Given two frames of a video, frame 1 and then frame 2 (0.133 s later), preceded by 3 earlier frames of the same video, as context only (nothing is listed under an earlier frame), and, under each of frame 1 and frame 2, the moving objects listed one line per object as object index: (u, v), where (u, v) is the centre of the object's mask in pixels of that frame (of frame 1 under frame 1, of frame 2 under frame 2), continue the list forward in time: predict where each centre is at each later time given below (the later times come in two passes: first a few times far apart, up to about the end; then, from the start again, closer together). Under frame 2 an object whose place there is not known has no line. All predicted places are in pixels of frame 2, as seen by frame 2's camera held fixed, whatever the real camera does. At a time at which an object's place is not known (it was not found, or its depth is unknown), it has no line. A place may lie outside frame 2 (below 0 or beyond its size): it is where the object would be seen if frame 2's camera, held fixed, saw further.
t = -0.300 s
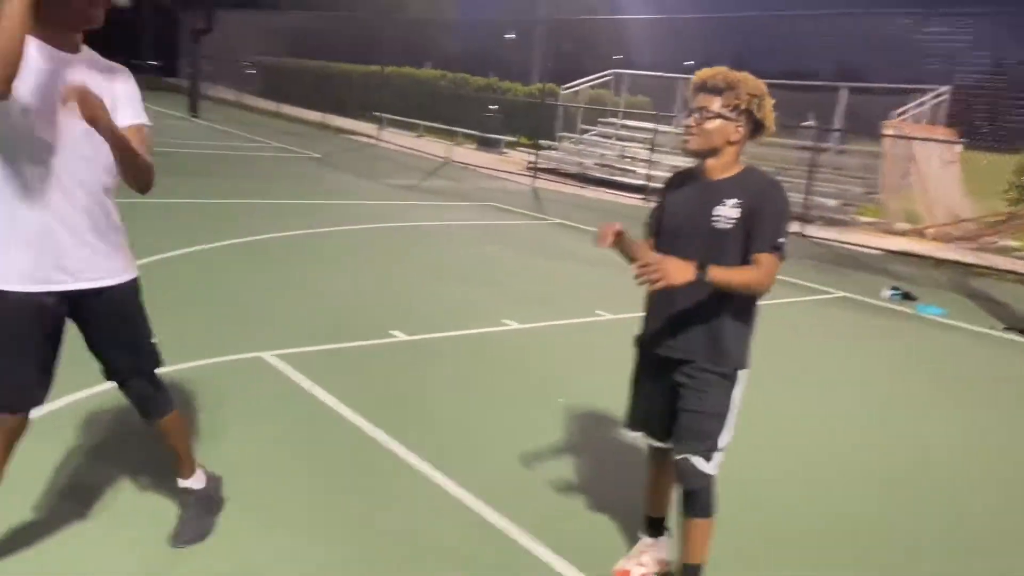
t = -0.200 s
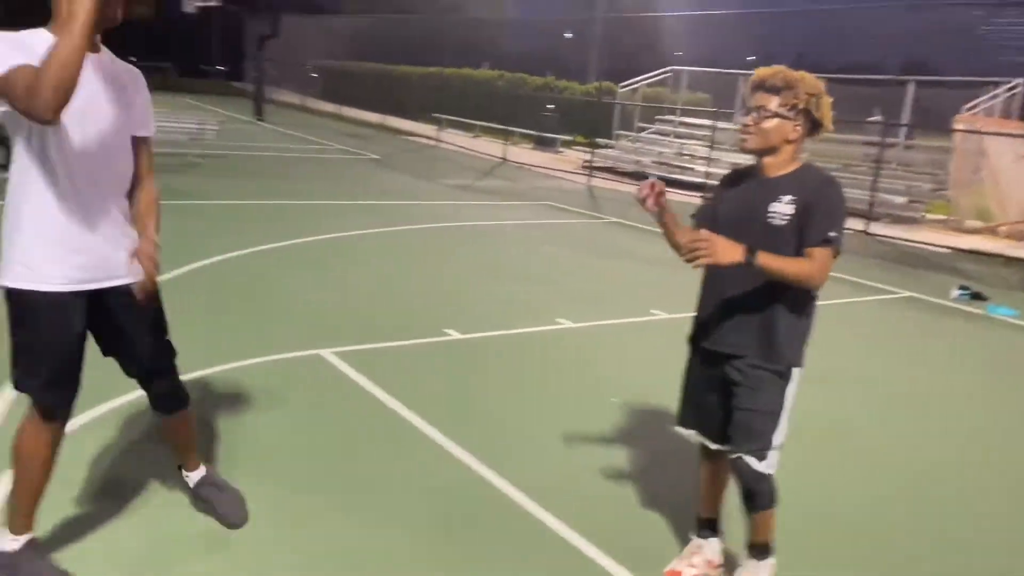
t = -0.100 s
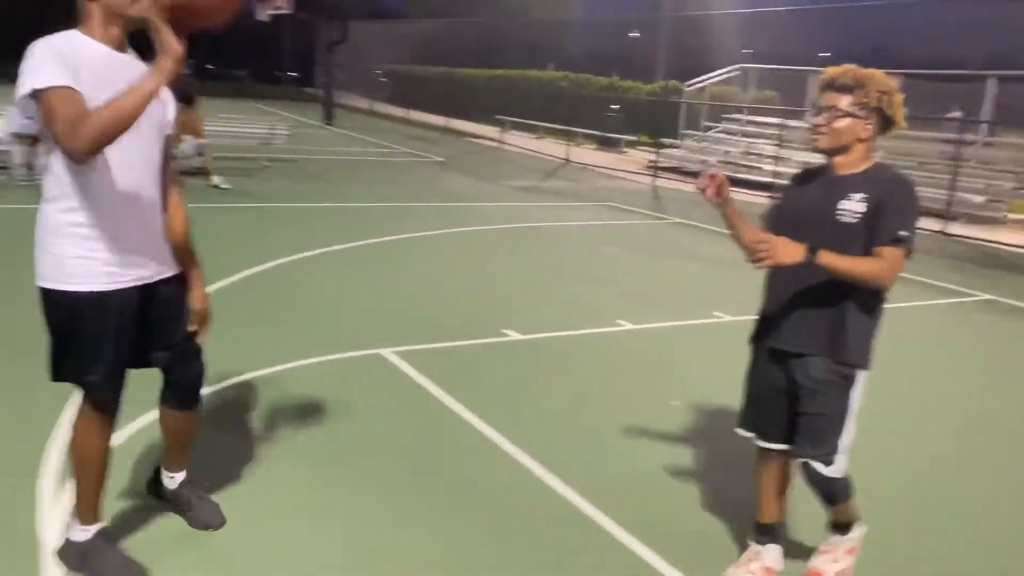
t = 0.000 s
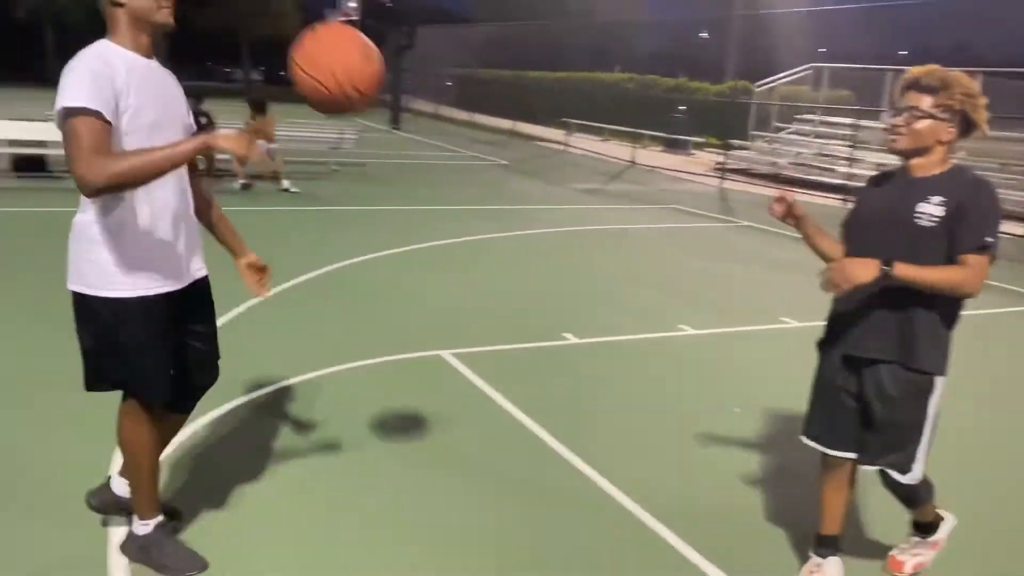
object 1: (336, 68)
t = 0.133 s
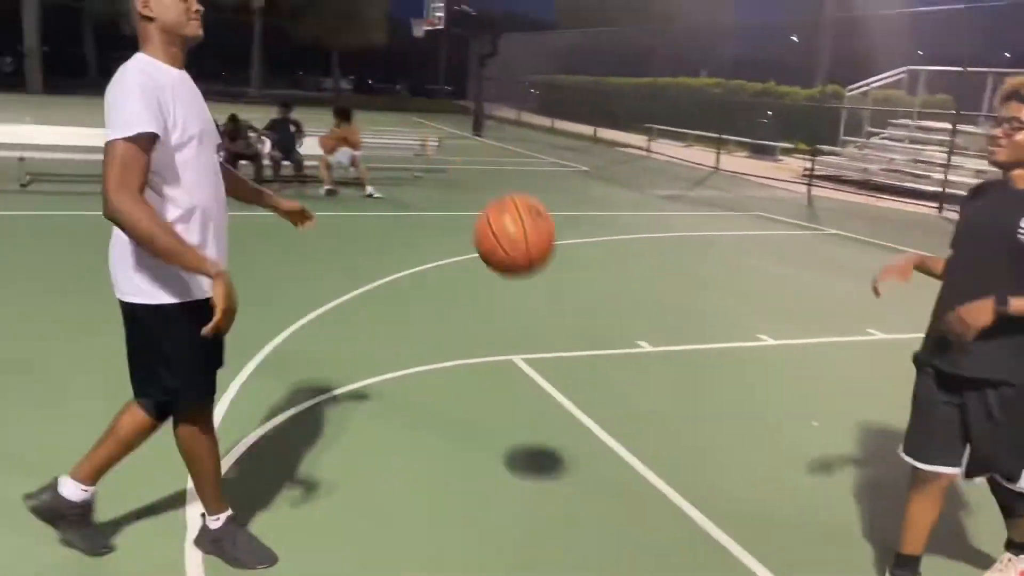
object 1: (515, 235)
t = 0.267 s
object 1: (605, 425)
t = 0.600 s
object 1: (756, 285)
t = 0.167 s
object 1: (538, 280)
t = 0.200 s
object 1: (561, 326)
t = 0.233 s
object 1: (585, 375)
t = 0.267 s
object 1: (605, 425)
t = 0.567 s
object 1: (753, 311)
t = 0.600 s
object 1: (756, 285)
